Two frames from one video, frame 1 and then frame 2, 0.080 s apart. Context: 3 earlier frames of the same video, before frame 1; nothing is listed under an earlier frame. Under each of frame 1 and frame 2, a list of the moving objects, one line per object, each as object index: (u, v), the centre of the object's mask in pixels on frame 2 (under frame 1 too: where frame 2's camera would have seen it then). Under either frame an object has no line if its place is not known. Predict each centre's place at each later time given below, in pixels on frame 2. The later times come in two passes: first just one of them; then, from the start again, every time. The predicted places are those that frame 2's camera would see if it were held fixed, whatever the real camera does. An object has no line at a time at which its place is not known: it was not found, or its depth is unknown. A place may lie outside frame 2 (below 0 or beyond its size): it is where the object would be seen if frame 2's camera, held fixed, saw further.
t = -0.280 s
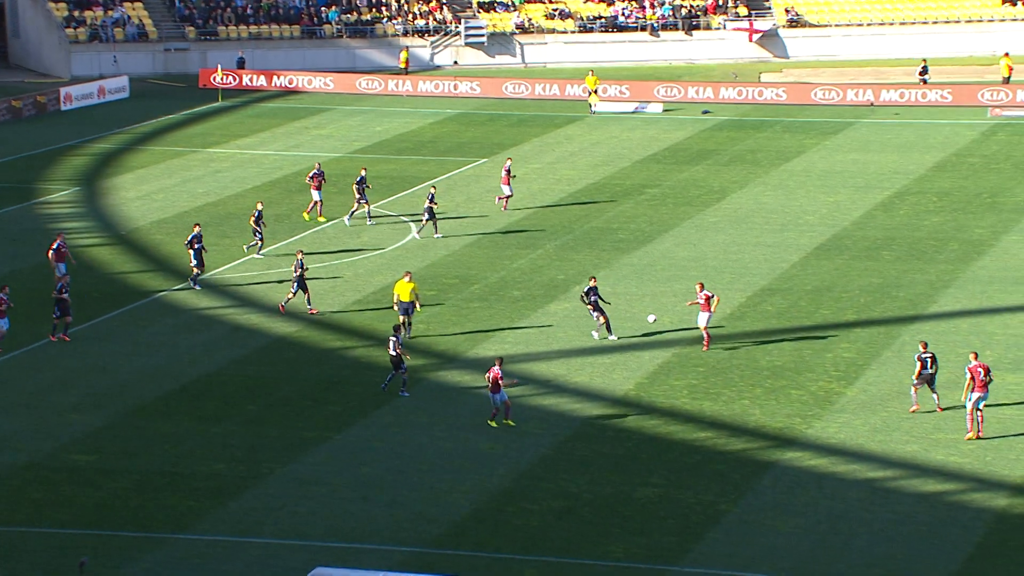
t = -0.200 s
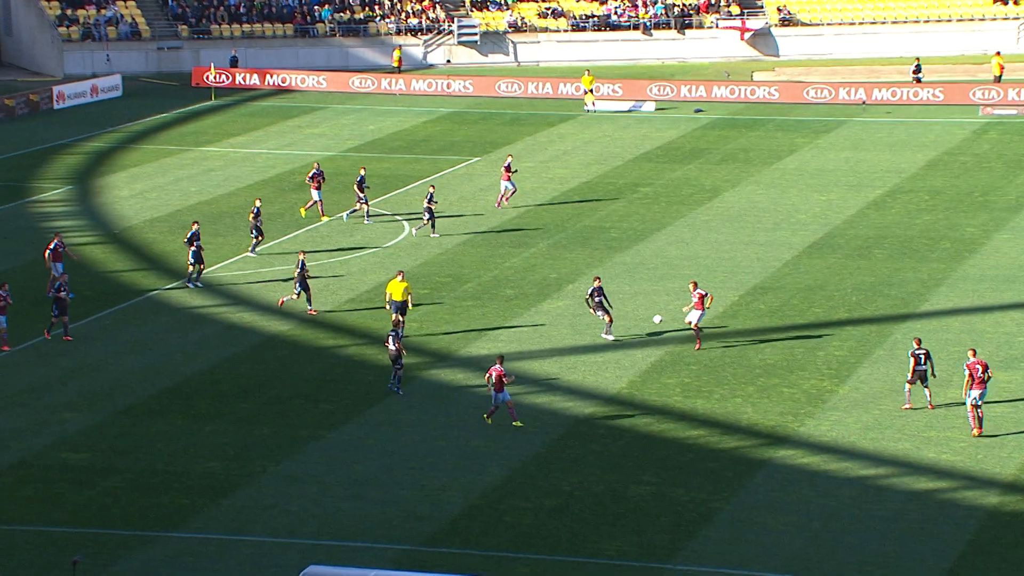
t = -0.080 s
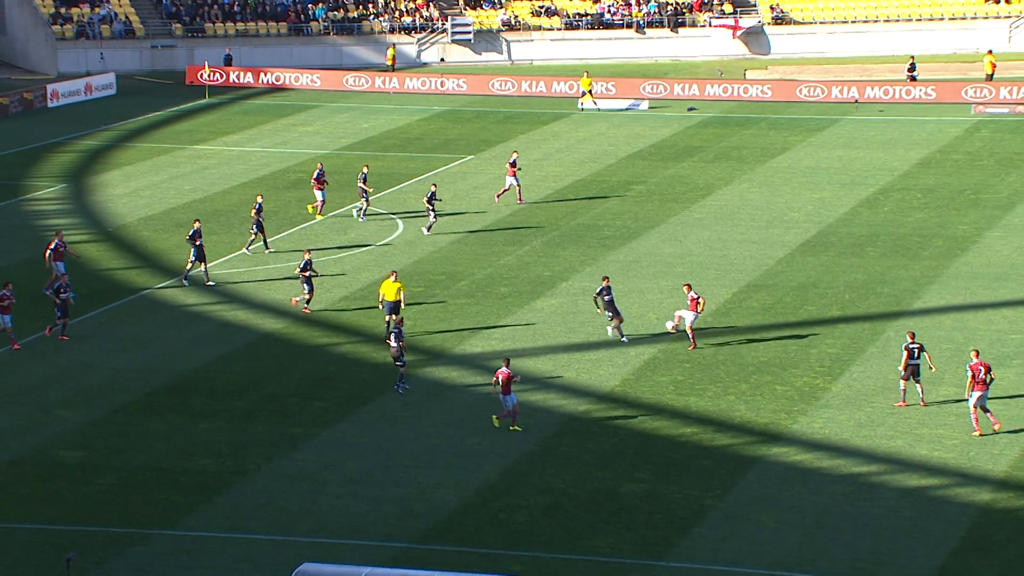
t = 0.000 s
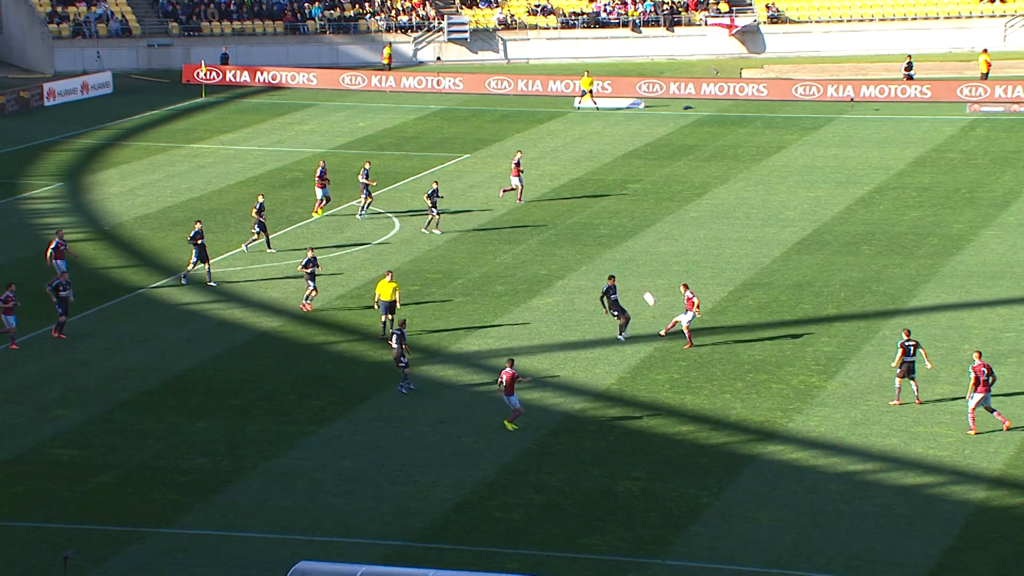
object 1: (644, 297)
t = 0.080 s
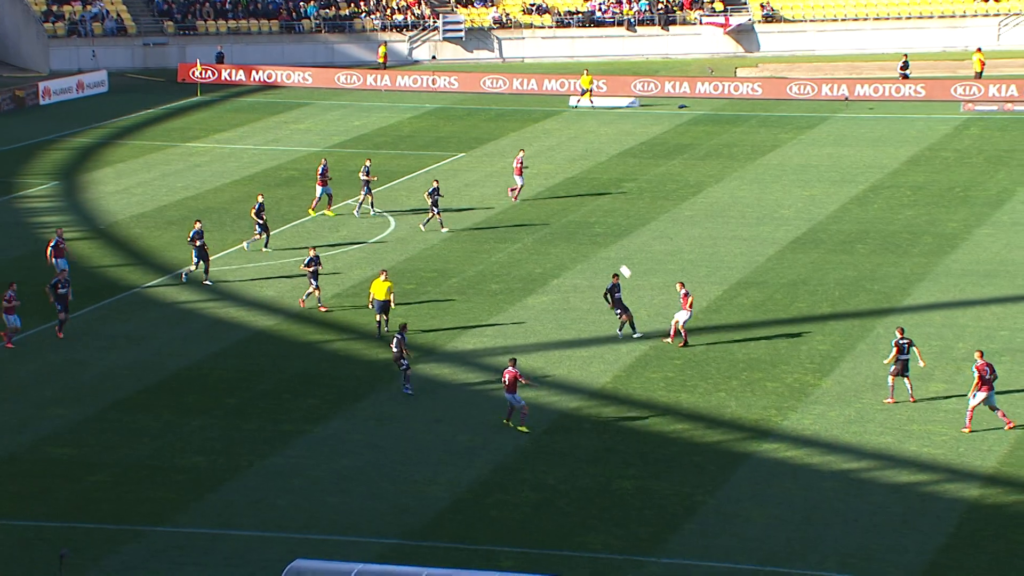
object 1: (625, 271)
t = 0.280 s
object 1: (579, 215)
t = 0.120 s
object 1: (616, 259)
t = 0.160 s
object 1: (607, 247)
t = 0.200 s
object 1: (597, 236)
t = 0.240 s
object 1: (589, 226)
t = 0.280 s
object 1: (579, 215)
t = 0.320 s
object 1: (570, 206)
